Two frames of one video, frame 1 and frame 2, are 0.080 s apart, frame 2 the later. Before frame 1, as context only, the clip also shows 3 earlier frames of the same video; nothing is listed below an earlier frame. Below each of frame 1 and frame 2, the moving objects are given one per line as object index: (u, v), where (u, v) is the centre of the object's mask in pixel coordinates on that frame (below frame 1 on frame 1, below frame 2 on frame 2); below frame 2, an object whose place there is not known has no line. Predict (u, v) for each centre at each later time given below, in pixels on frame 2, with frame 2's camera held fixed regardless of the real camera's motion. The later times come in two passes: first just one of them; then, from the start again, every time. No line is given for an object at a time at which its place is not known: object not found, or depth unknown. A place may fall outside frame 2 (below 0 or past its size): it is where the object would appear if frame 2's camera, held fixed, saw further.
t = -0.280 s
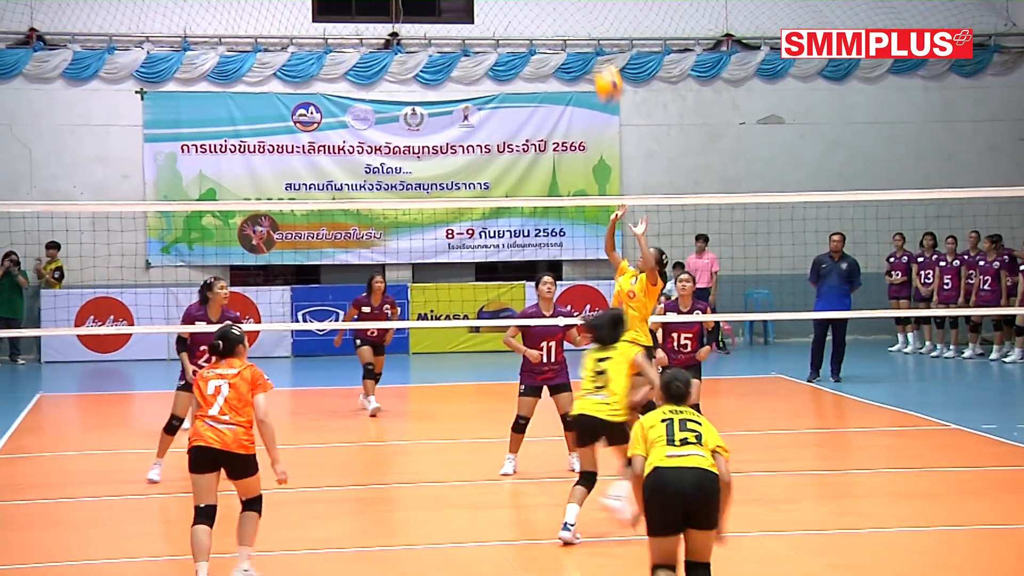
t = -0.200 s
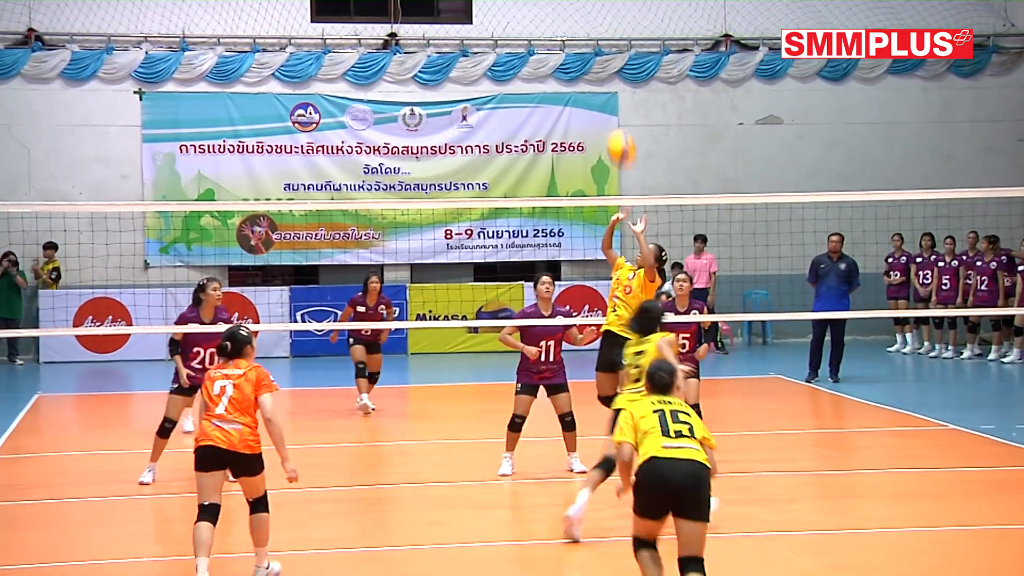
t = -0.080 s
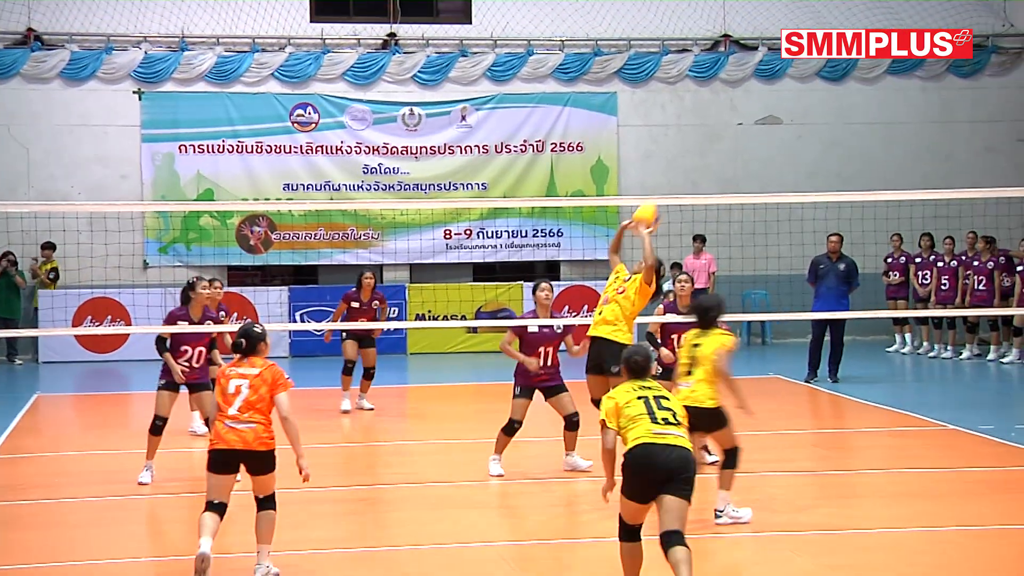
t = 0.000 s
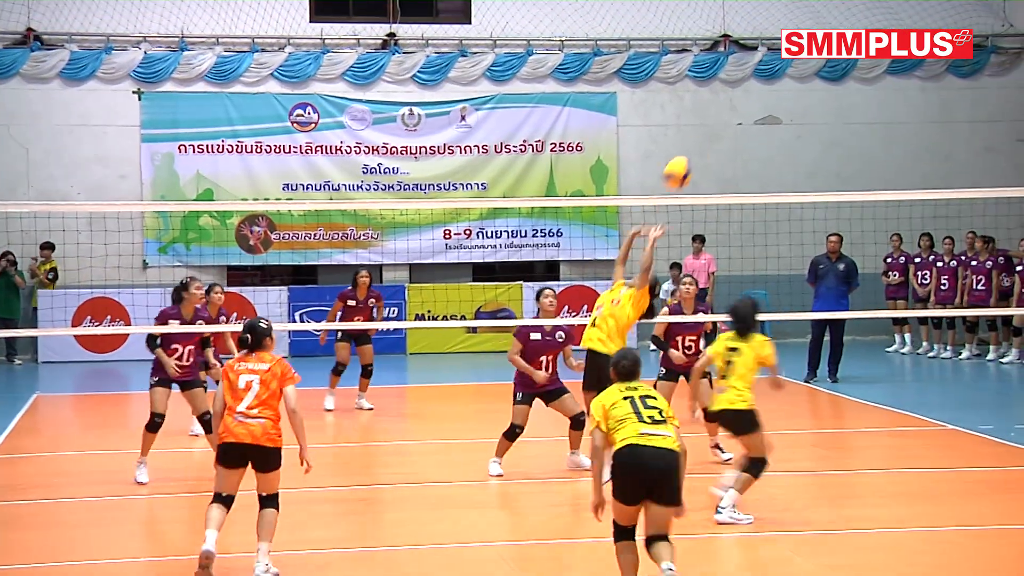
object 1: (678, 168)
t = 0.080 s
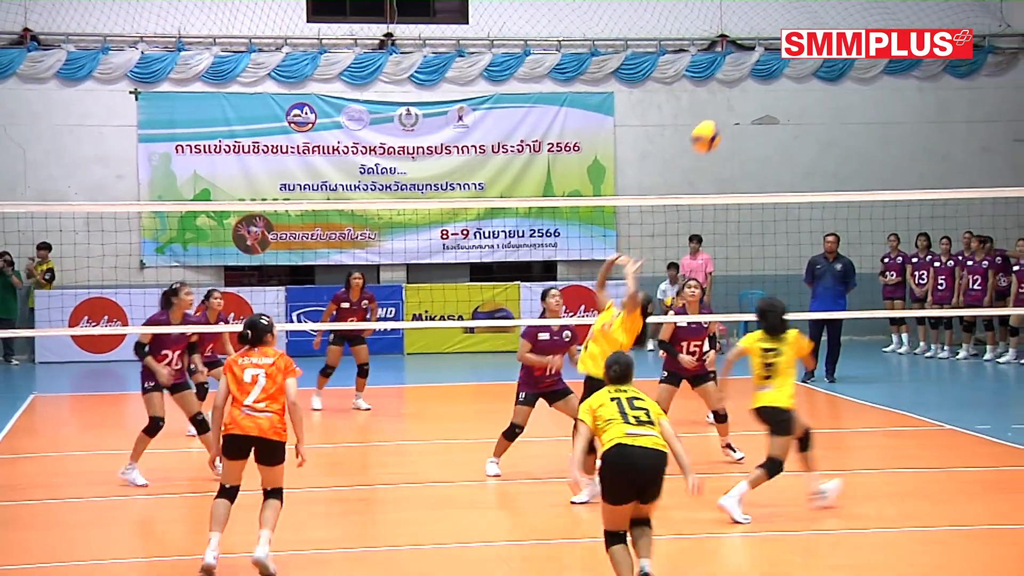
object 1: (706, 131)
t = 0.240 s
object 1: (767, 87)
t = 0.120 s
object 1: (721, 116)
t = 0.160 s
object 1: (737, 104)
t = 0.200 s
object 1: (752, 94)
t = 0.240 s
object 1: (767, 87)
